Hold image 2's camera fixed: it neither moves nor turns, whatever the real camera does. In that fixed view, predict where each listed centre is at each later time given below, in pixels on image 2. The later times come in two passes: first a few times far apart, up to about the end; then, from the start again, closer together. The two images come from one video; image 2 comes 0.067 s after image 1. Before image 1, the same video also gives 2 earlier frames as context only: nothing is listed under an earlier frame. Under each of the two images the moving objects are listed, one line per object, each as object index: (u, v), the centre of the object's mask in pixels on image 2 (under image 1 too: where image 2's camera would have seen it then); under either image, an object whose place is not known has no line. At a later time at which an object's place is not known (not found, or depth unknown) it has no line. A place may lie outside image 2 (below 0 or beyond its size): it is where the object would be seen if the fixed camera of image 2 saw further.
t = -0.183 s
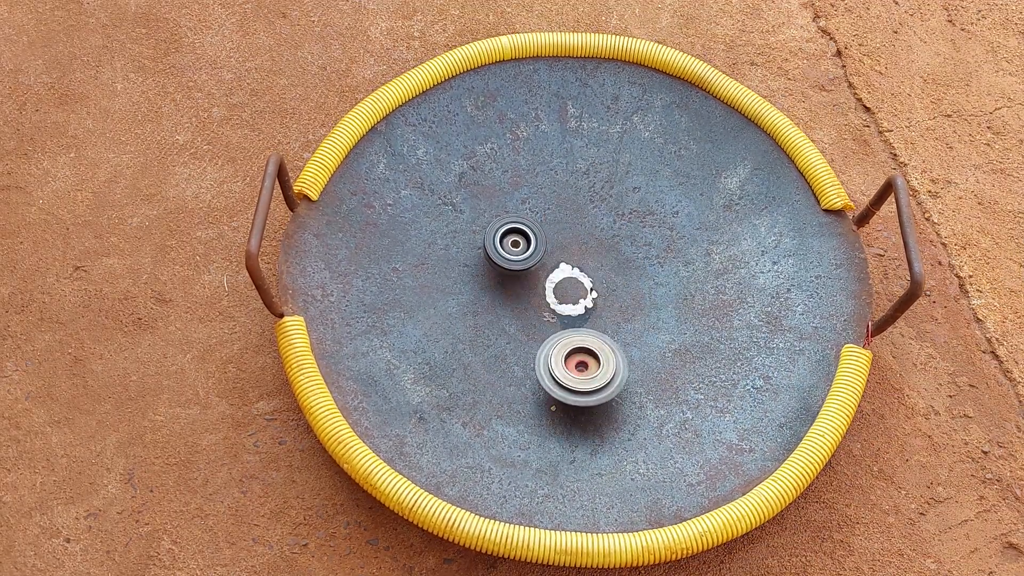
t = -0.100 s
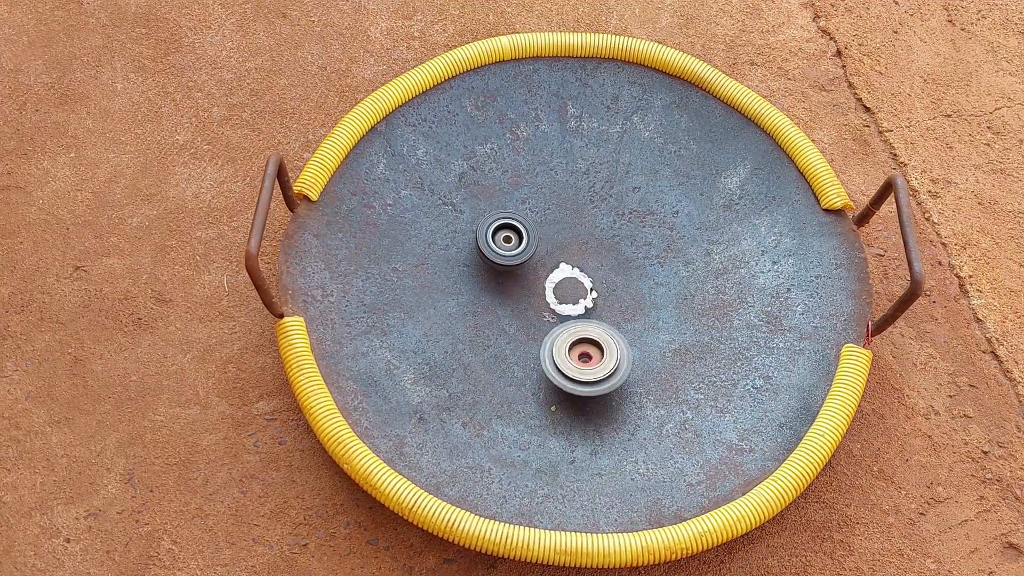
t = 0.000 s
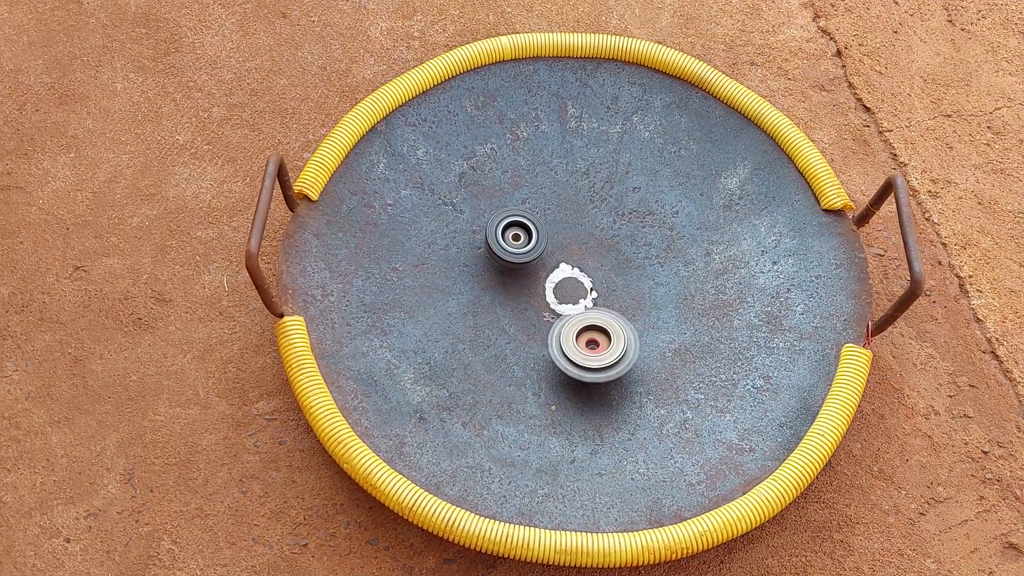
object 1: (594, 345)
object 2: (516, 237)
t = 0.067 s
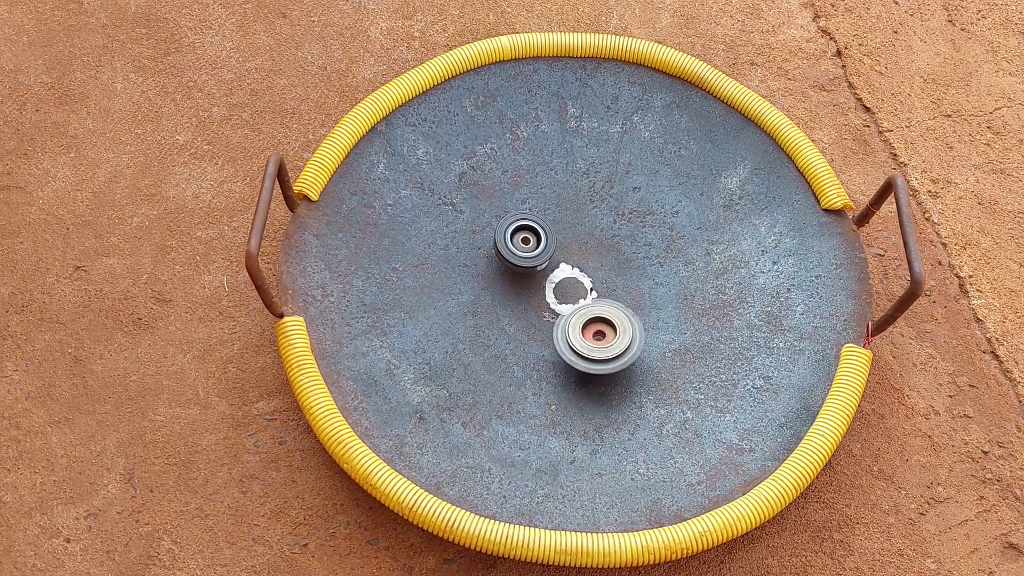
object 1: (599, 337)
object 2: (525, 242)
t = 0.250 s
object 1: (620, 318)
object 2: (545, 263)
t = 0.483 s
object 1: (644, 295)
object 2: (543, 298)
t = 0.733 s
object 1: (655, 284)
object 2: (546, 337)
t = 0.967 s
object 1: (646, 276)
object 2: (543, 352)
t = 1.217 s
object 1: (622, 261)
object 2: (553, 351)
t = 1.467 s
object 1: (604, 247)
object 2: (574, 339)
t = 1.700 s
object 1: (590, 242)
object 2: (594, 331)
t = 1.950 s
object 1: (567, 250)
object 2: (625, 320)
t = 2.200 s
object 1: (546, 257)
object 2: (643, 310)
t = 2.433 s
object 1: (538, 275)
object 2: (646, 300)
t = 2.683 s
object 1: (531, 298)
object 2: (632, 290)
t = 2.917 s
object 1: (525, 321)
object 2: (617, 272)
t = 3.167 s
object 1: (528, 335)
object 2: (603, 257)
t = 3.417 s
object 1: (543, 344)
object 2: (594, 253)
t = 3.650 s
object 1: (565, 345)
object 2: (583, 250)
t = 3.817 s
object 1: (578, 342)
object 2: (575, 250)
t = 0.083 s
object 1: (601, 335)
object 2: (527, 243)
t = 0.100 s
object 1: (603, 333)
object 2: (529, 245)
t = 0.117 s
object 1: (605, 332)
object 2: (531, 247)
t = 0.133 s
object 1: (607, 329)
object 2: (533, 248)
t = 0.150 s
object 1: (609, 328)
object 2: (535, 250)
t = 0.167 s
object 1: (611, 326)
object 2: (536, 252)
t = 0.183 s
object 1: (613, 323)
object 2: (538, 254)
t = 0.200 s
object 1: (615, 322)
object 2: (540, 256)
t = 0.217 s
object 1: (616, 320)
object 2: (542, 258)
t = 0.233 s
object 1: (618, 319)
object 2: (543, 260)
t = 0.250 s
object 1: (620, 318)
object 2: (545, 263)
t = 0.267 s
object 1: (621, 316)
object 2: (546, 265)
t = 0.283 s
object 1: (623, 314)
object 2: (548, 268)
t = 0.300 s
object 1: (625, 313)
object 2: (549, 270)
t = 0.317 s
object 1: (626, 311)
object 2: (550, 272)
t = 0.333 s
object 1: (628, 309)
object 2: (550, 274)
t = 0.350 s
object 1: (630, 308)
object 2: (548, 276)
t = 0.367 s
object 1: (631, 306)
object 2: (547, 280)
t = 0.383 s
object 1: (634, 305)
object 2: (546, 282)
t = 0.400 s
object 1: (636, 304)
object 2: (546, 285)
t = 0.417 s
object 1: (637, 302)
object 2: (545, 288)
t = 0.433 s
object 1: (639, 300)
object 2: (545, 291)
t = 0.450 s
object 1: (641, 299)
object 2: (545, 294)
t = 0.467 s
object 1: (642, 297)
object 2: (544, 296)
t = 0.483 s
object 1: (644, 295)
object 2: (543, 298)
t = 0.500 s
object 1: (645, 295)
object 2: (542, 301)
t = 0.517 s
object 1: (646, 293)
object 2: (541, 305)
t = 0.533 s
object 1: (648, 292)
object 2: (541, 308)
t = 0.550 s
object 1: (648, 291)
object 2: (542, 312)
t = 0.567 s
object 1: (649, 290)
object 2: (542, 315)
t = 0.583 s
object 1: (651, 289)
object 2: (543, 318)
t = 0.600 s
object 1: (651, 289)
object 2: (543, 321)
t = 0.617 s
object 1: (651, 288)
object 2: (544, 323)
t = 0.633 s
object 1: (653, 288)
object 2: (544, 326)
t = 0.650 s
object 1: (653, 287)
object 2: (544, 328)
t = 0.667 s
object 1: (653, 286)
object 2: (545, 330)
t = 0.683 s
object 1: (654, 285)
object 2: (545, 332)
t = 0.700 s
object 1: (654, 285)
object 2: (546, 334)
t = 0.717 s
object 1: (654, 284)
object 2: (546, 335)
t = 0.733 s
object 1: (655, 284)
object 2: (546, 337)
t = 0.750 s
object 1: (655, 283)
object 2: (547, 339)
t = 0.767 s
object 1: (655, 282)
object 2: (547, 340)
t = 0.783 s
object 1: (655, 282)
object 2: (548, 342)
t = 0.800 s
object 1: (655, 281)
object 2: (548, 343)
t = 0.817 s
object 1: (655, 280)
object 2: (548, 343)
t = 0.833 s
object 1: (655, 280)
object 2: (548, 344)
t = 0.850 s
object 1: (653, 280)
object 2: (548, 345)
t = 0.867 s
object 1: (653, 279)
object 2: (548, 345)
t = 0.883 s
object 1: (653, 279)
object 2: (548, 346)
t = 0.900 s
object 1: (651, 278)
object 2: (547, 346)
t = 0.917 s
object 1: (650, 277)
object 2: (546, 348)
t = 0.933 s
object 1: (649, 277)
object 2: (545, 349)
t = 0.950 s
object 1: (647, 277)
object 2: (544, 350)
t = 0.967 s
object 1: (646, 276)
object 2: (543, 352)
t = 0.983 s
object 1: (644, 275)
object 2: (542, 352)
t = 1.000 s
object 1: (642, 274)
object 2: (543, 353)
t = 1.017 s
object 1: (640, 273)
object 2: (543, 353)
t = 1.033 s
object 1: (639, 273)
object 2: (544, 354)
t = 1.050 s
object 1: (637, 271)
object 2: (545, 354)
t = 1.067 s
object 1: (636, 270)
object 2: (545, 354)
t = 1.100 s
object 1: (632, 268)
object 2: (547, 355)
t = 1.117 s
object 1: (631, 267)
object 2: (548, 355)
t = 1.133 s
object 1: (629, 267)
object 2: (549, 355)
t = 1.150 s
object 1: (628, 265)
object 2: (549, 354)
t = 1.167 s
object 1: (627, 264)
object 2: (550, 354)
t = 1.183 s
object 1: (625, 263)
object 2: (551, 353)
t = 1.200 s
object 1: (623, 262)
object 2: (552, 352)
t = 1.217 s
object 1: (622, 261)
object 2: (553, 351)
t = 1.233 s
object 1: (620, 260)
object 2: (554, 350)
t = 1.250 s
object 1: (619, 258)
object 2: (555, 350)
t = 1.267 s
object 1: (618, 257)
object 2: (556, 349)
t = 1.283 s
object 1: (615, 256)
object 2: (558, 348)
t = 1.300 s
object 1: (614, 254)
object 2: (559, 347)
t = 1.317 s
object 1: (614, 254)
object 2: (560, 346)
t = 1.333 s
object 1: (612, 253)
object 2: (561, 346)
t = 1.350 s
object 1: (611, 252)
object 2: (563, 345)
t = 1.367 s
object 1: (609, 251)
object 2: (564, 344)
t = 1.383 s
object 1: (608, 250)
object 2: (566, 343)
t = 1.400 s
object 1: (608, 249)
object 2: (567, 342)
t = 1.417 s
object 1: (606, 249)
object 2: (569, 341)
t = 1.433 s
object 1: (605, 248)
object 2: (571, 340)
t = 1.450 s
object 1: (605, 247)
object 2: (572, 339)
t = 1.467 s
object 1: (604, 247)
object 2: (574, 339)
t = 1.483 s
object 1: (602, 246)
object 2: (575, 338)
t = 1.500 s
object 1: (602, 245)
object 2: (577, 337)
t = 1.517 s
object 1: (601, 245)
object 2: (578, 337)
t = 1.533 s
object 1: (600, 244)
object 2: (579, 337)
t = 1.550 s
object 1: (600, 244)
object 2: (581, 336)
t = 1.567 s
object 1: (598, 243)
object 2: (582, 336)
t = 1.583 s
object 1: (597, 242)
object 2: (583, 336)
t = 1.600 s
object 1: (596, 242)
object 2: (585, 335)
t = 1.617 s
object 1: (595, 242)
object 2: (586, 335)
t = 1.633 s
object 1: (594, 241)
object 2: (587, 334)
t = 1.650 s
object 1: (593, 242)
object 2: (589, 334)
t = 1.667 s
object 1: (591, 242)
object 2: (590, 333)
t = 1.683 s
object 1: (591, 241)
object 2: (592, 332)
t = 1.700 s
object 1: (590, 242)
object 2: (594, 331)
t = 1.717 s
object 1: (588, 242)
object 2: (595, 331)
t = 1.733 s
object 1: (588, 242)
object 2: (597, 330)
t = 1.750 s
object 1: (587, 243)
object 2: (600, 329)
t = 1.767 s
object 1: (585, 243)
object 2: (602, 329)
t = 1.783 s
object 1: (584, 244)
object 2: (604, 328)
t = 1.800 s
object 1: (582, 246)
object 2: (606, 327)
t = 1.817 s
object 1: (580, 246)
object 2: (608, 326)
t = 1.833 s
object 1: (579, 247)
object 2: (610, 325)
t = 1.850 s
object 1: (577, 248)
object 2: (612, 325)
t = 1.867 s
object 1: (575, 249)
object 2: (614, 324)
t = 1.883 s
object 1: (574, 250)
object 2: (616, 323)
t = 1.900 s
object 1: (572, 251)
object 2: (618, 322)
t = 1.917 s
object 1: (571, 251)
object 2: (620, 322)
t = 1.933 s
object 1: (570, 251)
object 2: (623, 321)
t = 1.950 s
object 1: (567, 250)
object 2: (625, 320)
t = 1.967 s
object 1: (566, 250)
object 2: (626, 319)
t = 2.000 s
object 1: (560, 249)
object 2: (630, 317)
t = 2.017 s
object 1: (559, 249)
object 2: (632, 317)
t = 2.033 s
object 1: (557, 249)
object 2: (634, 316)
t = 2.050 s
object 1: (556, 249)
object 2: (635, 315)
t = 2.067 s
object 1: (555, 250)
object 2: (637, 314)
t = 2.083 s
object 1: (553, 251)
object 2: (638, 314)
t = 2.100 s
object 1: (552, 251)
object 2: (639, 313)
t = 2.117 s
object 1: (551, 252)
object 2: (640, 313)
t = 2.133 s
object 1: (550, 253)
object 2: (641, 312)
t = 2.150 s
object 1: (549, 254)
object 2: (641, 312)
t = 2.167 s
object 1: (548, 255)
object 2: (642, 311)
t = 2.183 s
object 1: (547, 256)
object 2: (643, 310)
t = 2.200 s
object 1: (546, 257)
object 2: (643, 310)
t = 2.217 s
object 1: (546, 259)
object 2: (644, 309)
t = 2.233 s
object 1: (545, 259)
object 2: (645, 308)
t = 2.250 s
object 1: (544, 260)
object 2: (645, 308)
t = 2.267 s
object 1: (544, 262)
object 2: (646, 307)
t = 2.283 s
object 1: (543, 263)
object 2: (646, 306)
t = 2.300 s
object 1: (543, 264)
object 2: (646, 305)
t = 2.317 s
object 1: (542, 266)
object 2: (647, 304)
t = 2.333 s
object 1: (541, 267)
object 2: (647, 303)
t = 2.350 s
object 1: (541, 269)
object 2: (647, 303)
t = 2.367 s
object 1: (540, 270)
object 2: (647, 302)
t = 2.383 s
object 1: (540, 271)
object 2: (647, 302)
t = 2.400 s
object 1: (539, 273)
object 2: (647, 301)
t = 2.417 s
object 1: (538, 274)
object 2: (646, 301)
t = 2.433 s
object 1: (538, 275)
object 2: (646, 300)
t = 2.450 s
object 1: (537, 277)
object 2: (646, 299)
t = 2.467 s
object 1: (536, 279)
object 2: (645, 299)
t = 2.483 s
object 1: (536, 280)
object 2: (644, 298)
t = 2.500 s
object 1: (535, 282)
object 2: (643, 298)
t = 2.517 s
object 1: (535, 284)
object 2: (641, 297)
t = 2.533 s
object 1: (535, 286)
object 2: (640, 297)
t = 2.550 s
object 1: (534, 287)
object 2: (639, 297)
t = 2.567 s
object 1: (533, 288)
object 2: (638, 296)
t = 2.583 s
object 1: (533, 290)
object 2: (637, 296)
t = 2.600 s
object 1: (532, 291)
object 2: (636, 295)
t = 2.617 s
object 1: (532, 292)
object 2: (635, 294)
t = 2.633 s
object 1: (532, 294)
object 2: (634, 294)
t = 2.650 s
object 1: (531, 295)
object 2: (634, 292)
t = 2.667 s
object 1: (532, 296)
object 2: (633, 291)
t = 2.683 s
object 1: (531, 298)
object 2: (632, 290)
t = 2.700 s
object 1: (531, 299)
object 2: (631, 289)
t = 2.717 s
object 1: (531, 301)
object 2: (630, 288)
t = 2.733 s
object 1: (530, 303)
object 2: (629, 287)
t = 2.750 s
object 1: (530, 304)
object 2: (628, 286)
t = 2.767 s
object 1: (529, 306)
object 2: (627, 284)
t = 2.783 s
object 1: (528, 308)
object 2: (626, 283)
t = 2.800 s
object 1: (529, 309)
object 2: (625, 282)
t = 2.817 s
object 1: (528, 311)
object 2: (624, 280)
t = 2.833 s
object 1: (527, 313)
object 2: (623, 279)
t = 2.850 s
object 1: (528, 314)
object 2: (621, 277)
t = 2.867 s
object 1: (527, 316)
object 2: (621, 276)
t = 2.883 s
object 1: (526, 317)
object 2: (619, 275)
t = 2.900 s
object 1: (526, 319)
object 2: (618, 273)
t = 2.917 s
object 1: (525, 321)
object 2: (617, 272)
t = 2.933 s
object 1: (525, 322)
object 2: (616, 272)
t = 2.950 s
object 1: (525, 323)
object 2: (615, 270)
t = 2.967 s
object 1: (525, 325)
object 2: (614, 269)
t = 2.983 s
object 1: (525, 325)
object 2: (613, 268)
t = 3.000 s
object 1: (525, 327)
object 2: (612, 267)
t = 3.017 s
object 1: (524, 328)
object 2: (611, 266)
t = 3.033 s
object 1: (525, 328)
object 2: (610, 265)
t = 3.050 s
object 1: (525, 330)
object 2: (609, 264)
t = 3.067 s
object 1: (525, 330)
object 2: (608, 263)
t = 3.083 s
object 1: (526, 332)
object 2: (607, 262)
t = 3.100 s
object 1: (526, 333)
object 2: (606, 261)
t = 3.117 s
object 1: (526, 333)
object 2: (605, 260)
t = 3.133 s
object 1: (527, 335)
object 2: (604, 259)
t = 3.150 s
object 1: (526, 335)
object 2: (604, 258)
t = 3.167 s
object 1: (528, 335)
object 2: (603, 257)
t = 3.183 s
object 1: (528, 337)
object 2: (602, 256)
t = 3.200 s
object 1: (529, 337)
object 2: (601, 255)
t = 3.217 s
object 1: (530, 338)
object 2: (600, 254)
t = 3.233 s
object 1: (530, 339)
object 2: (600, 253)
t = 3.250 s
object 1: (531, 339)
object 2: (599, 252)
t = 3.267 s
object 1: (533, 340)
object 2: (598, 252)
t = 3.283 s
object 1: (533, 340)
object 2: (598, 251)
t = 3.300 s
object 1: (534, 341)
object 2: (598, 251)
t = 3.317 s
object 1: (535, 342)
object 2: (597, 251)
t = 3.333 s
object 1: (536, 342)
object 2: (596, 251)
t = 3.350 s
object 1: (538, 342)
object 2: (596, 251)
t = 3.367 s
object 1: (539, 343)
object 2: (596, 251)
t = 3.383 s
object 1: (540, 343)
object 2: (596, 252)
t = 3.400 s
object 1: (542, 343)
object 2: (595, 252)
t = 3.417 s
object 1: (543, 344)
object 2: (594, 253)
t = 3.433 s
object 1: (544, 344)
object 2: (594, 253)
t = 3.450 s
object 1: (546, 344)
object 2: (593, 254)
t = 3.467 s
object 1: (547, 344)
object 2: (592, 255)
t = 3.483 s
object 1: (549, 344)
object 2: (591, 256)
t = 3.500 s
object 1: (550, 345)
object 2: (590, 256)
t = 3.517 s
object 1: (551, 345)
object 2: (589, 257)
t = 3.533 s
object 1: (553, 345)
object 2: (588, 258)
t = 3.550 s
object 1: (554, 345)
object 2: (587, 258)
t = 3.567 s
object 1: (556, 345)
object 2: (586, 258)
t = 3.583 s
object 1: (559, 346)
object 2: (585, 256)
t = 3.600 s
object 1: (560, 346)
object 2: (584, 254)
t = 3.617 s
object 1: (562, 345)
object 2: (583, 252)
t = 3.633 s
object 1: (563, 346)
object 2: (583, 250)
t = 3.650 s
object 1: (565, 345)
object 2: (583, 250)
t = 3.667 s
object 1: (567, 345)
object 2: (582, 250)
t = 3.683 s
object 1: (567, 346)
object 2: (581, 251)
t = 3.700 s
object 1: (569, 345)
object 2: (581, 251)
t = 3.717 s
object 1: (570, 345)
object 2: (581, 252)
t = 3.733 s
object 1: (571, 344)
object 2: (581, 252)
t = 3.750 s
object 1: (573, 343)
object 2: (580, 252)
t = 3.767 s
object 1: (574, 344)
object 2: (579, 252)
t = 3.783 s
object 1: (575, 342)
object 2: (577, 251)
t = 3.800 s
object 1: (577, 342)
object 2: (576, 251)
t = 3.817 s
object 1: (578, 342)
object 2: (575, 250)
